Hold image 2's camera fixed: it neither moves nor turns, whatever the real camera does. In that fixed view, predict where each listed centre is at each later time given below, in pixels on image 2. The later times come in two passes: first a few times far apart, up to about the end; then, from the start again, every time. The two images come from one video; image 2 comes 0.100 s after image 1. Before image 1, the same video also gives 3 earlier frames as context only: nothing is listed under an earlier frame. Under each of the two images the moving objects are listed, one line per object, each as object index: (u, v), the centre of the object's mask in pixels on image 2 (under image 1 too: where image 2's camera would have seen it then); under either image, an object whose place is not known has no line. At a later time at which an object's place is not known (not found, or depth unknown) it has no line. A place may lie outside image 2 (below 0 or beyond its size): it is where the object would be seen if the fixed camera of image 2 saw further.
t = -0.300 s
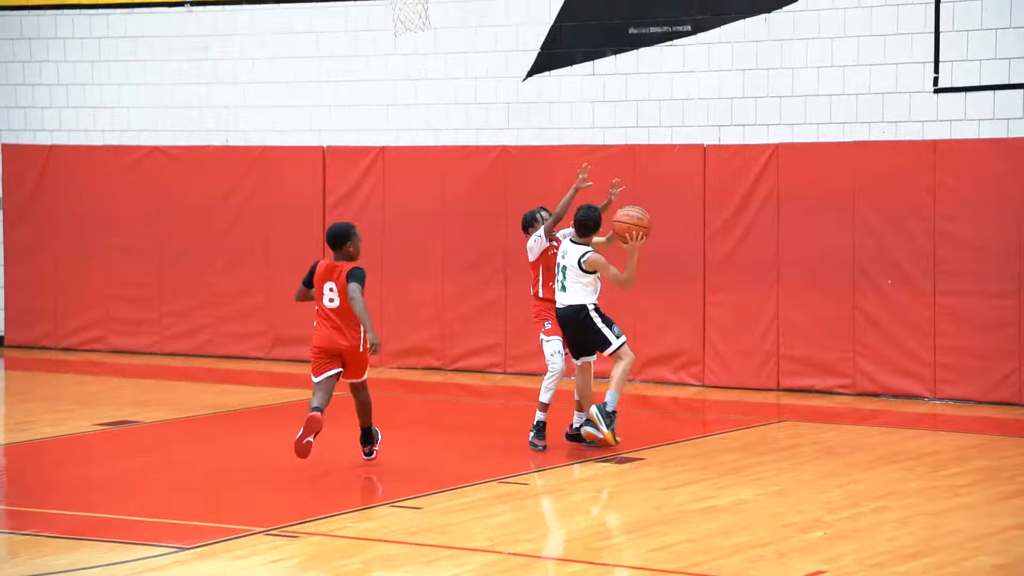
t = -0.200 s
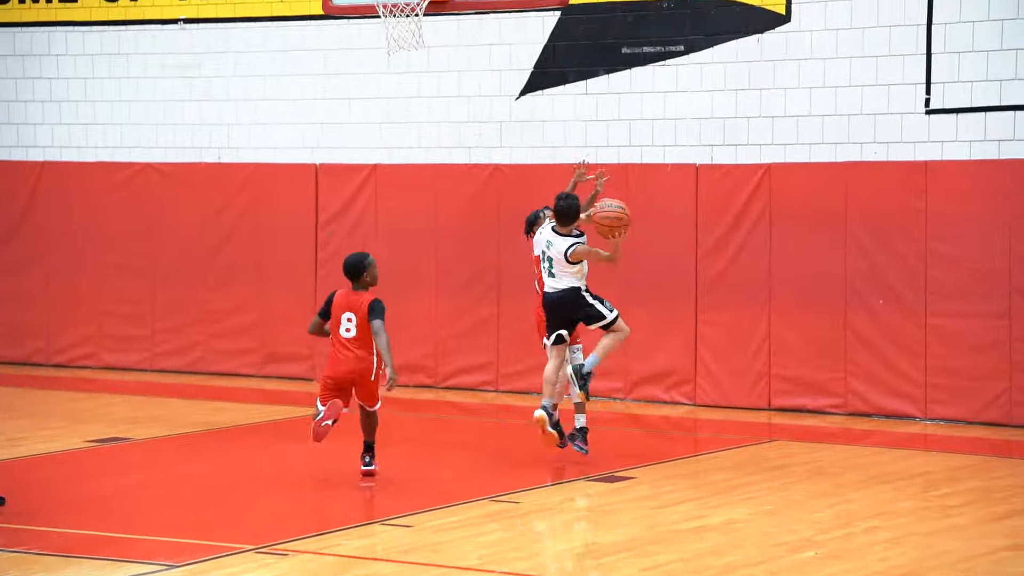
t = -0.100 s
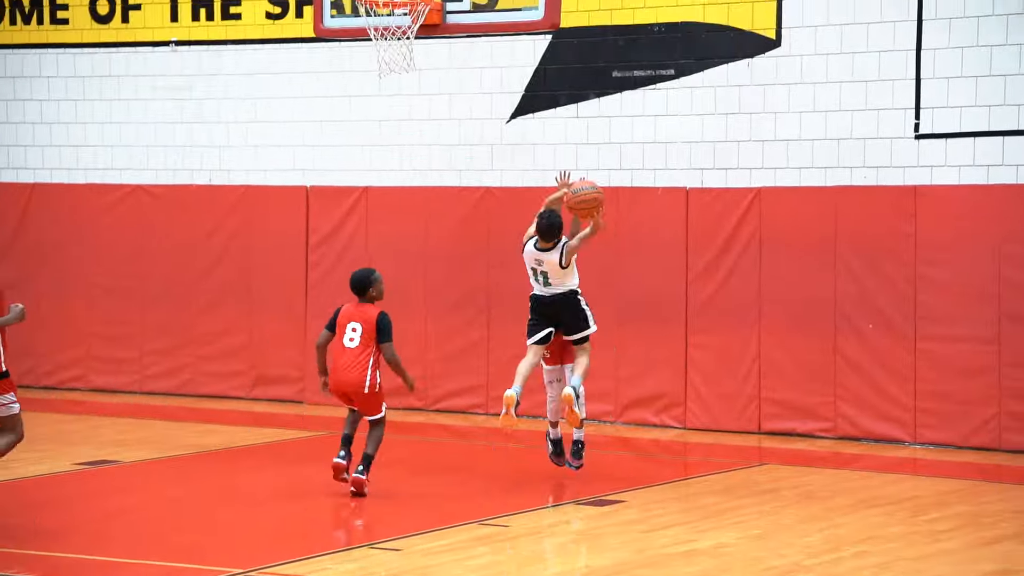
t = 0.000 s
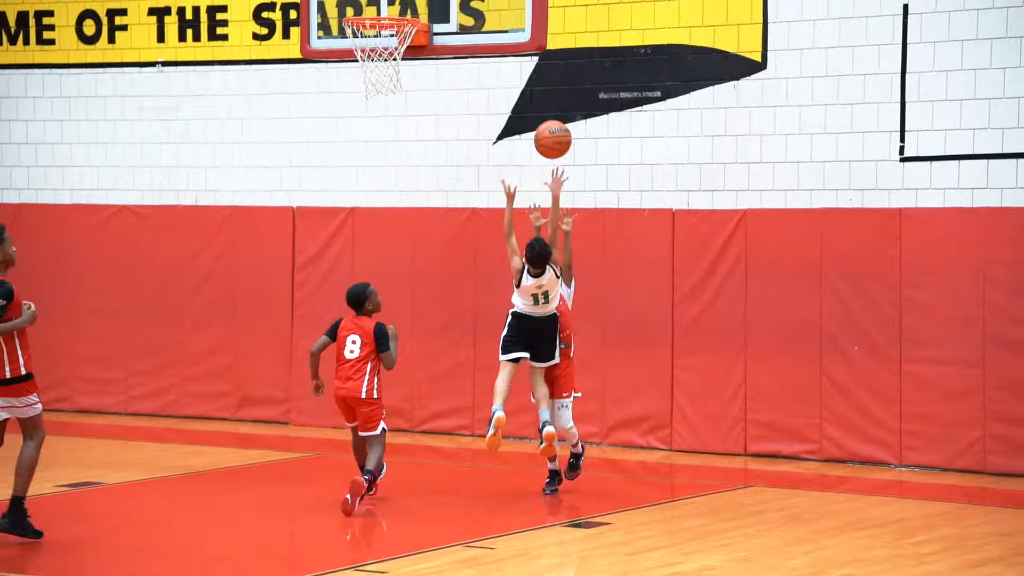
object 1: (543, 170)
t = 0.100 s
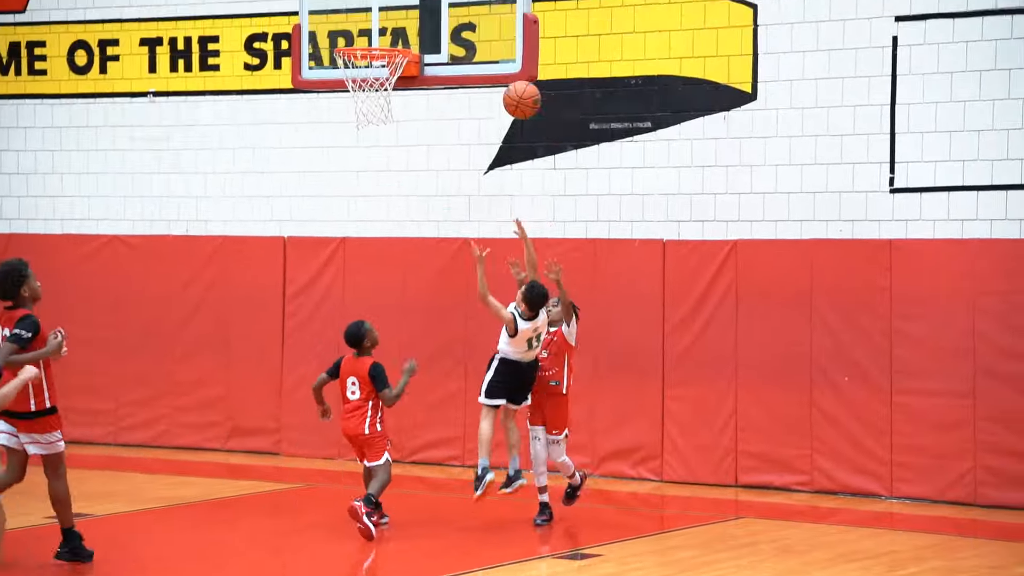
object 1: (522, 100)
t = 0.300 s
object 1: (480, 10)
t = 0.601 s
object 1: (419, 0)
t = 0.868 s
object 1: (367, 67)
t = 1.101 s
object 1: (342, 135)
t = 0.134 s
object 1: (515, 80)
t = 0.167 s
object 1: (507, 61)
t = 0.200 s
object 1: (500, 46)
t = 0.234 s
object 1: (493, 32)
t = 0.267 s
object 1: (486, 20)
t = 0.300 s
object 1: (480, 10)
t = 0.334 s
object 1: (473, 1)
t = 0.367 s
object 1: (466, -5)
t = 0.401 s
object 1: (459, -10)
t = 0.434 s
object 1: (452, -13)
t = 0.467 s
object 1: (446, -14)
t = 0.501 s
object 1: (439, -13)
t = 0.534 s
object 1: (432, -11)
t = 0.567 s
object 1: (425, -6)
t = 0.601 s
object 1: (419, 0)
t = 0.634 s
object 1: (412, 7)
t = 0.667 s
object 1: (405, 17)
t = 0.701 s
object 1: (399, 28)
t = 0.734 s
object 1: (392, 35)
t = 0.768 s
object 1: (386, 37)
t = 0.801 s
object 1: (380, 40)
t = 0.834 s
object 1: (374, 59)
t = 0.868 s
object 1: (367, 67)
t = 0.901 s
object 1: (363, 80)
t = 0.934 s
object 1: (356, 92)
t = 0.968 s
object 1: (351, 101)
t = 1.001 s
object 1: (349, 108)
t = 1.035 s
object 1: (346, 115)
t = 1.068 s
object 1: (344, 124)
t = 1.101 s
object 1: (342, 135)
